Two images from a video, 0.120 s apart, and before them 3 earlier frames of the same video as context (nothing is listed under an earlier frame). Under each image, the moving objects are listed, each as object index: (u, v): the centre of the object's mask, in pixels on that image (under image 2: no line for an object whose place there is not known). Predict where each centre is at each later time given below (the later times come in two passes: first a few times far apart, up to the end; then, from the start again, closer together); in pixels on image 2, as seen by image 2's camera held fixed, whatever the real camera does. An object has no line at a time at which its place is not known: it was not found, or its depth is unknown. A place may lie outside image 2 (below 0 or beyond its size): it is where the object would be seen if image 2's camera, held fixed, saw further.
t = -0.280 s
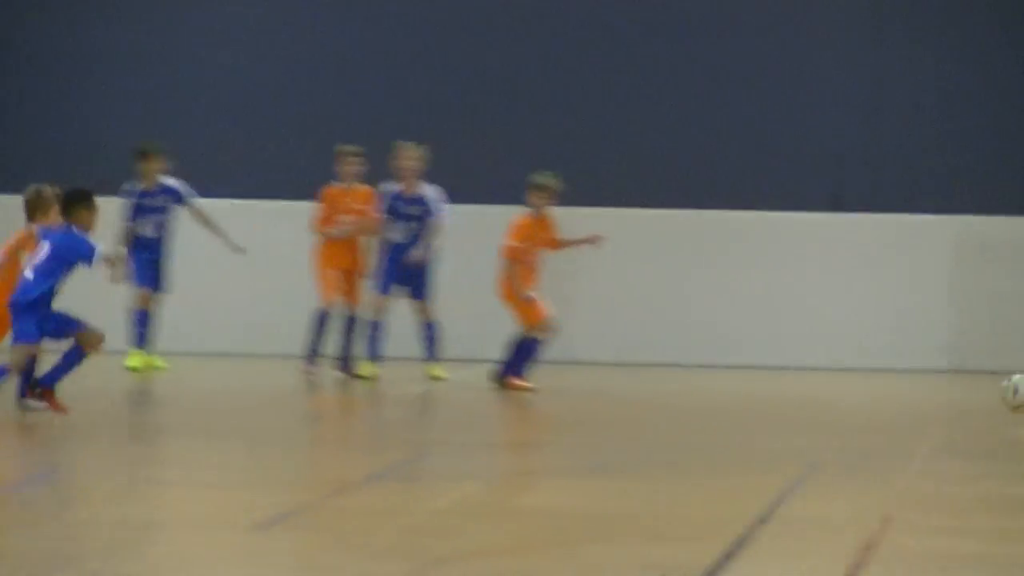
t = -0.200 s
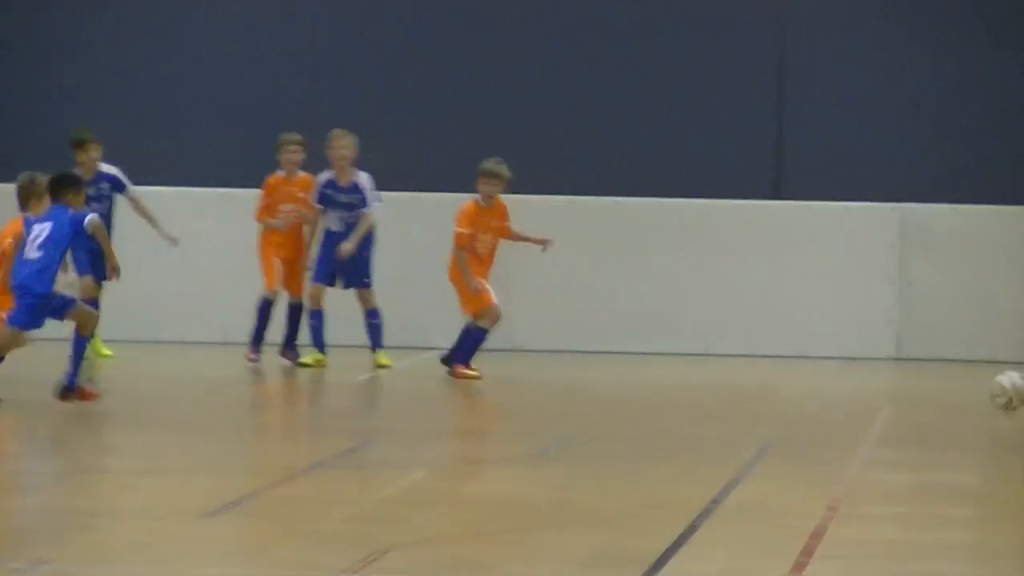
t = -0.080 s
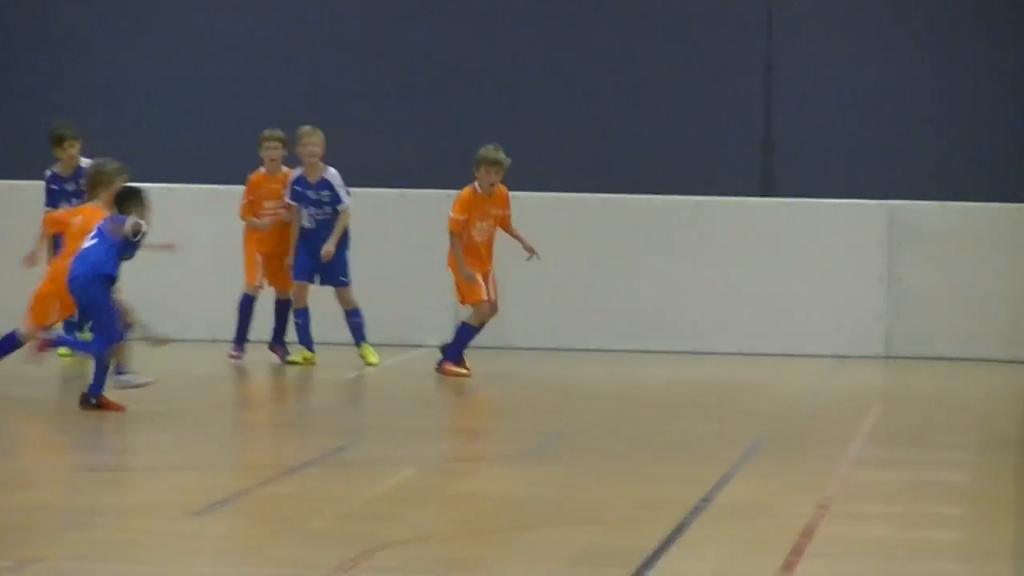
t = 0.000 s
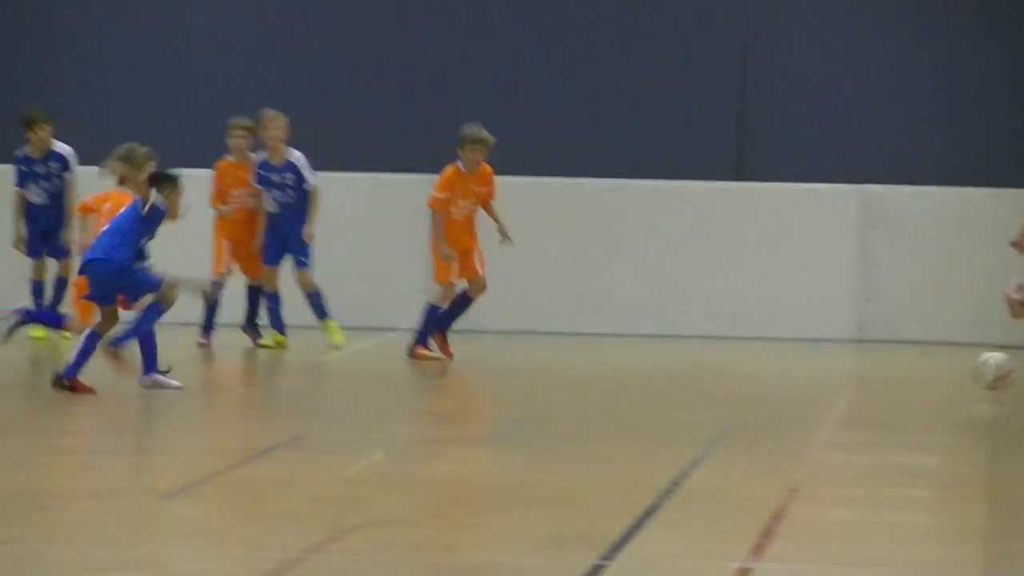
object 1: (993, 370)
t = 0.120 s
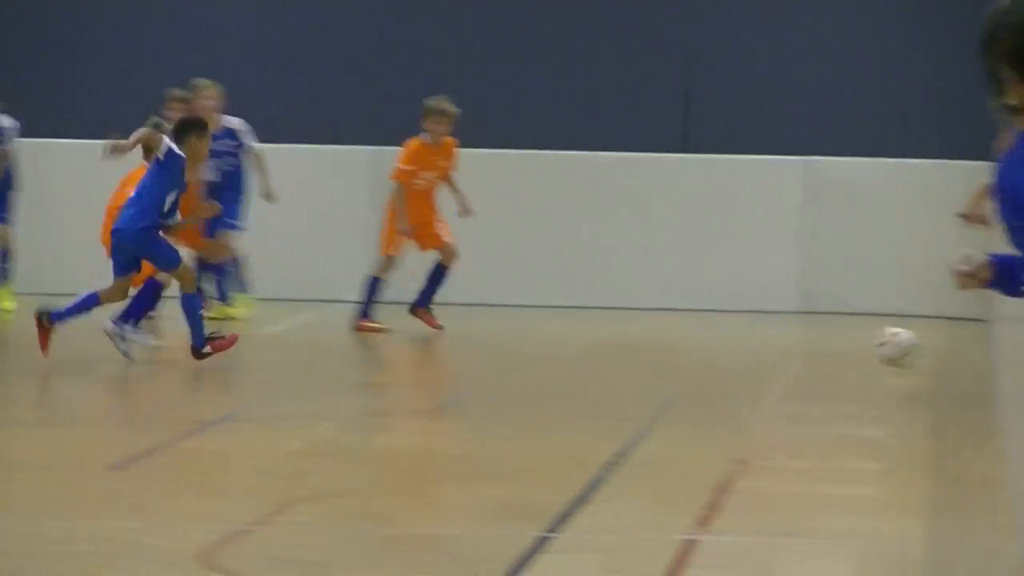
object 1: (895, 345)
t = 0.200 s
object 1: (875, 346)
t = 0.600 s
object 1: (805, 357)
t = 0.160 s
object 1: (887, 344)
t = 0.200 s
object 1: (875, 346)
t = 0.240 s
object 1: (863, 350)
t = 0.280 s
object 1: (853, 352)
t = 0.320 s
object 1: (848, 349)
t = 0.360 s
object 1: (841, 350)
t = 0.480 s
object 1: (823, 353)
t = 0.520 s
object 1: (816, 354)
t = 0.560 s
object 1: (811, 359)
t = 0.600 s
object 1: (805, 357)
